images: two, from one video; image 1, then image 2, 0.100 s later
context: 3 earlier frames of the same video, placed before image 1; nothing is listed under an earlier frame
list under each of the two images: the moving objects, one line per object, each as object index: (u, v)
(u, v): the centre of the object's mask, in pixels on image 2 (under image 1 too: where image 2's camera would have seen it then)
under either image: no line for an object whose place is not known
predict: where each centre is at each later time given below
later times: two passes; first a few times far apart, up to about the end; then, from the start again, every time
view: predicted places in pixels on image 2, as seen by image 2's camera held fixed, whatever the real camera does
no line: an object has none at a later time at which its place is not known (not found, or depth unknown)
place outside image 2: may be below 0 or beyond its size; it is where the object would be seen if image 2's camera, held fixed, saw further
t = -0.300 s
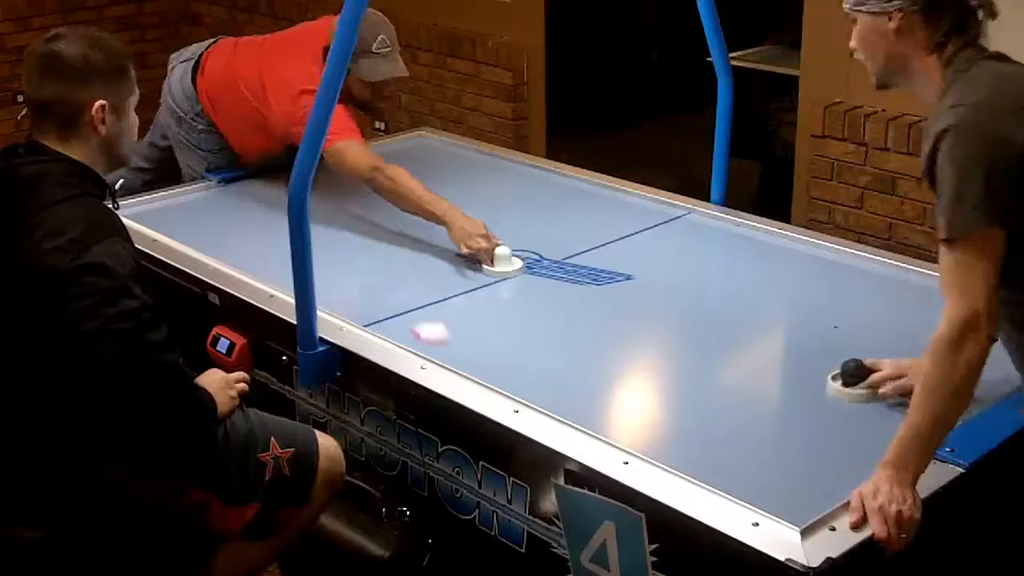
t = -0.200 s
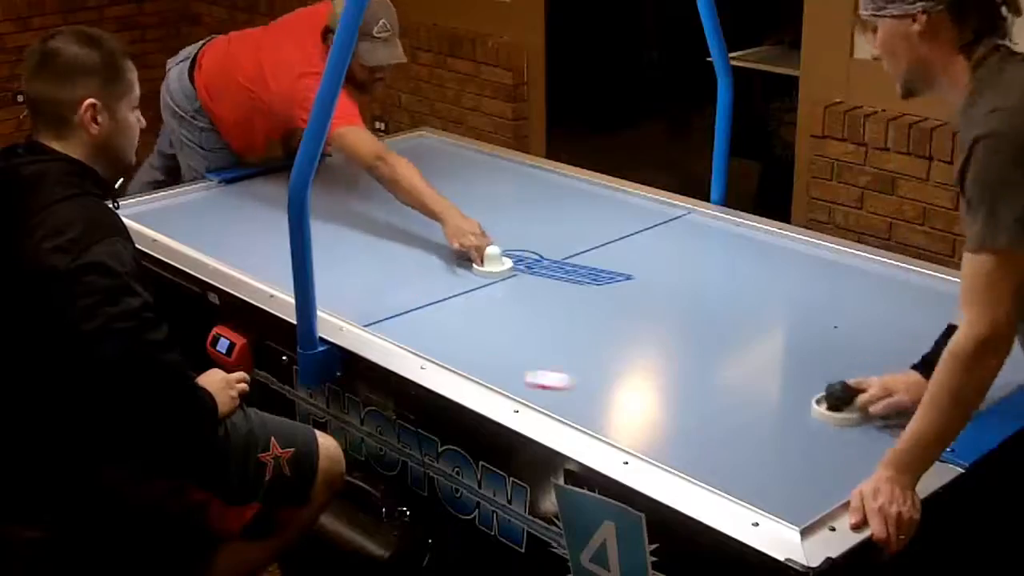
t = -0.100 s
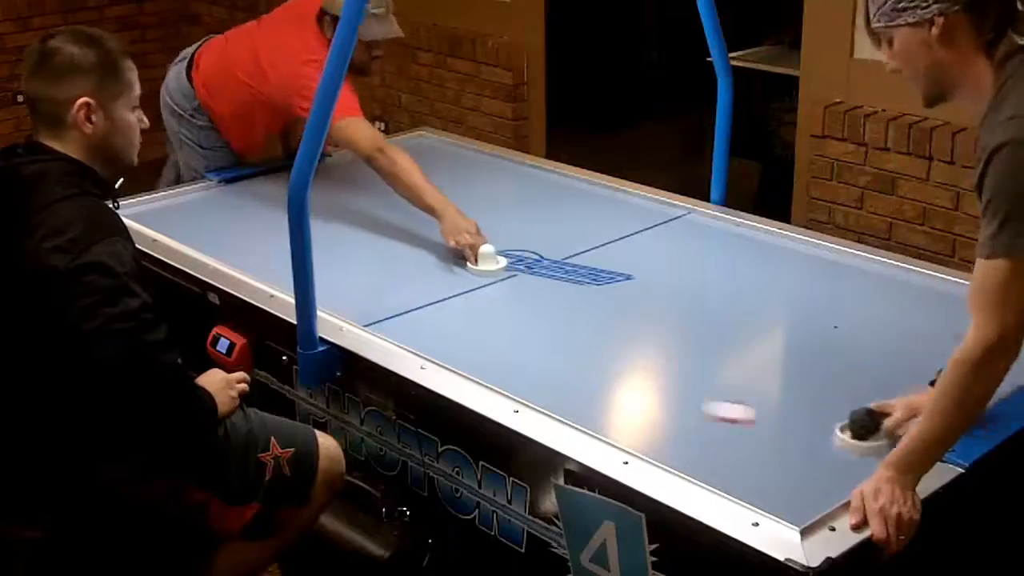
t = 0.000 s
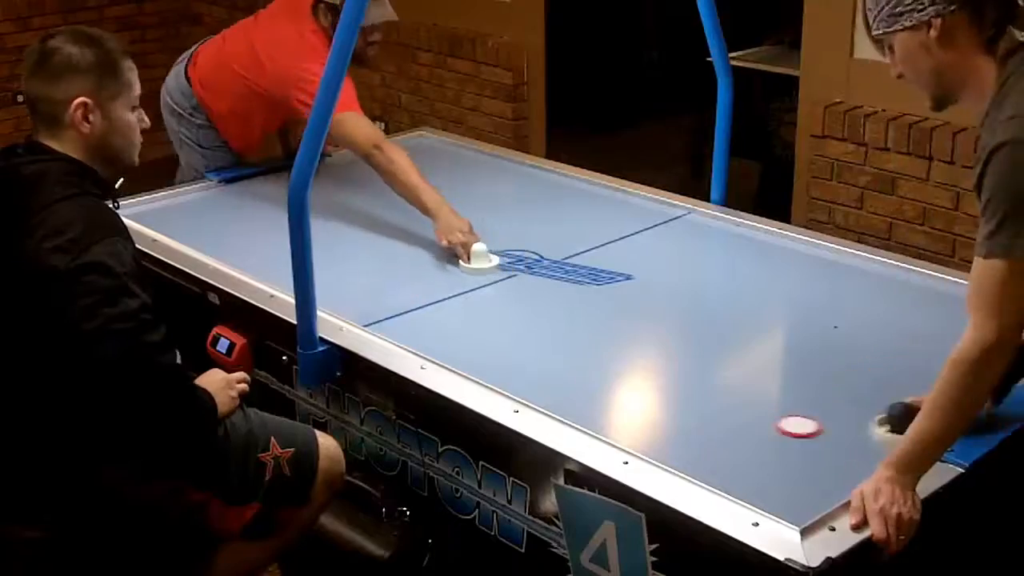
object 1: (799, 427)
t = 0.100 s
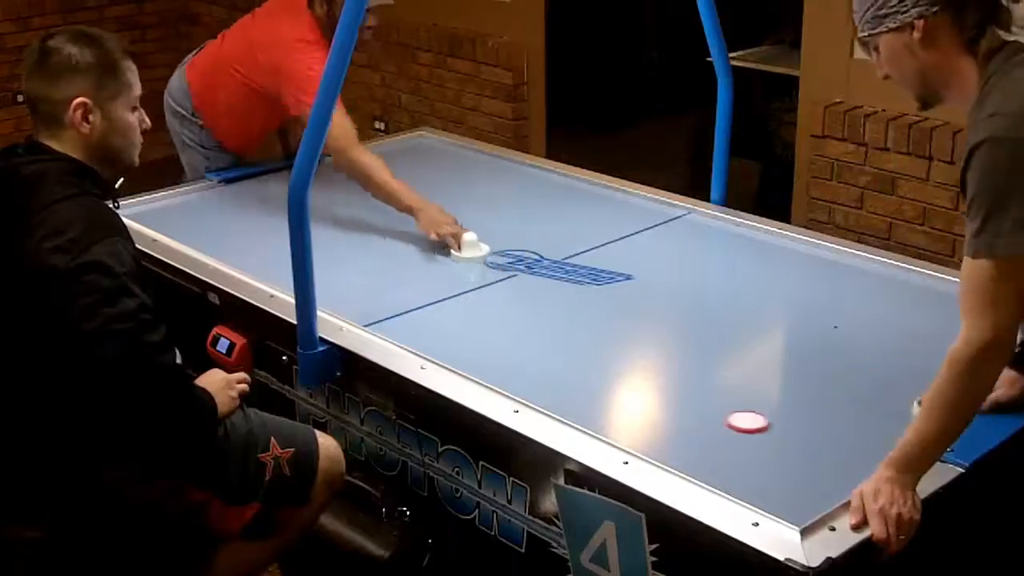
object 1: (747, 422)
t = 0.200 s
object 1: (699, 417)
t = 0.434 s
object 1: (588, 405)
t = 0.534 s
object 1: (544, 398)
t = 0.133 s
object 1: (731, 421)
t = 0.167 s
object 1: (714, 419)
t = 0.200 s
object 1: (699, 417)
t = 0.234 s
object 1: (682, 415)
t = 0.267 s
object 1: (667, 414)
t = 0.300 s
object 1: (650, 412)
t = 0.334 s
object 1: (634, 409)
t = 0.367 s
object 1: (619, 408)
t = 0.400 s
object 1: (603, 407)
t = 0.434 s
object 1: (588, 405)
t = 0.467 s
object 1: (573, 403)
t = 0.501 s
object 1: (558, 401)
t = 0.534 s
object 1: (544, 398)
